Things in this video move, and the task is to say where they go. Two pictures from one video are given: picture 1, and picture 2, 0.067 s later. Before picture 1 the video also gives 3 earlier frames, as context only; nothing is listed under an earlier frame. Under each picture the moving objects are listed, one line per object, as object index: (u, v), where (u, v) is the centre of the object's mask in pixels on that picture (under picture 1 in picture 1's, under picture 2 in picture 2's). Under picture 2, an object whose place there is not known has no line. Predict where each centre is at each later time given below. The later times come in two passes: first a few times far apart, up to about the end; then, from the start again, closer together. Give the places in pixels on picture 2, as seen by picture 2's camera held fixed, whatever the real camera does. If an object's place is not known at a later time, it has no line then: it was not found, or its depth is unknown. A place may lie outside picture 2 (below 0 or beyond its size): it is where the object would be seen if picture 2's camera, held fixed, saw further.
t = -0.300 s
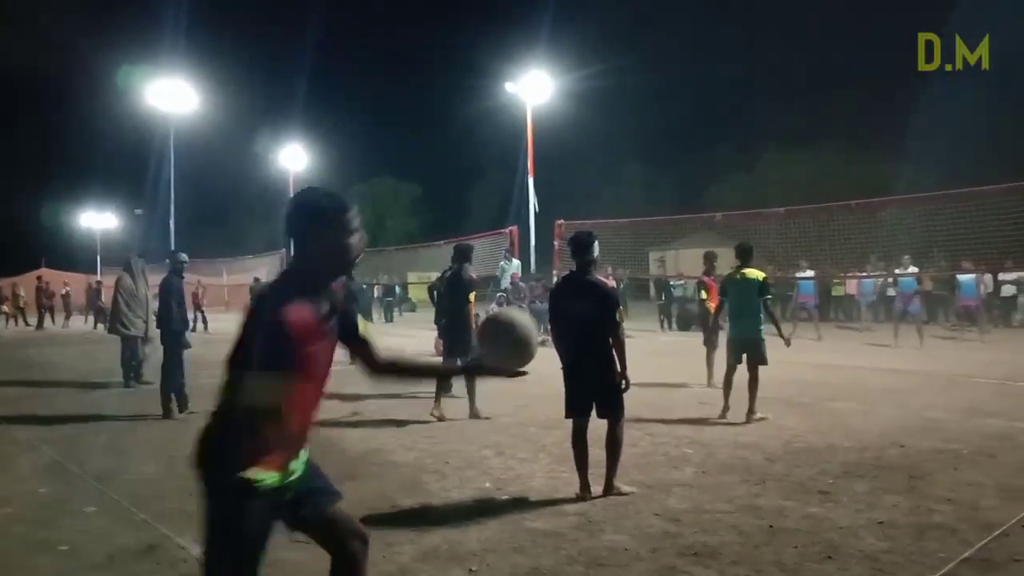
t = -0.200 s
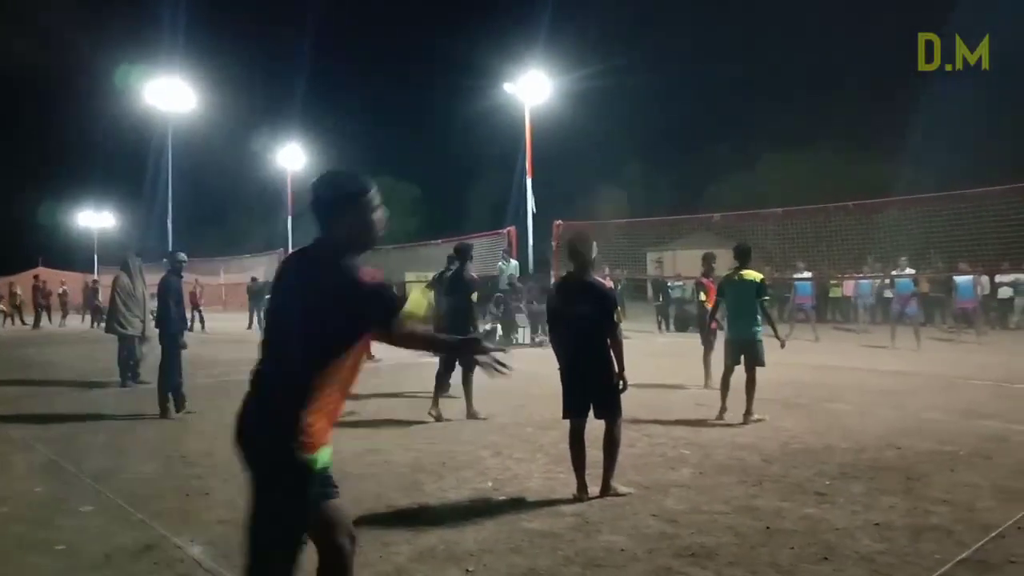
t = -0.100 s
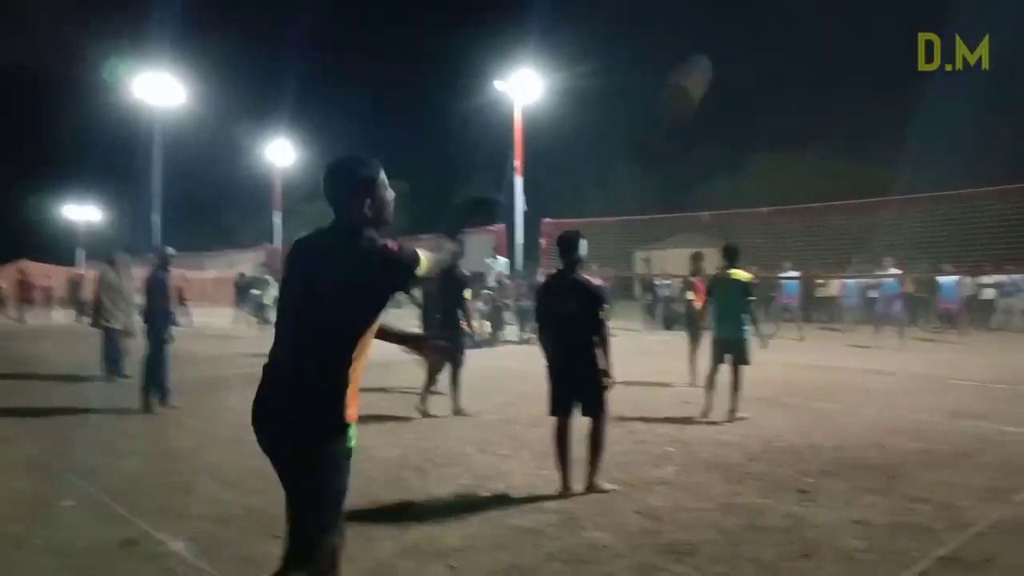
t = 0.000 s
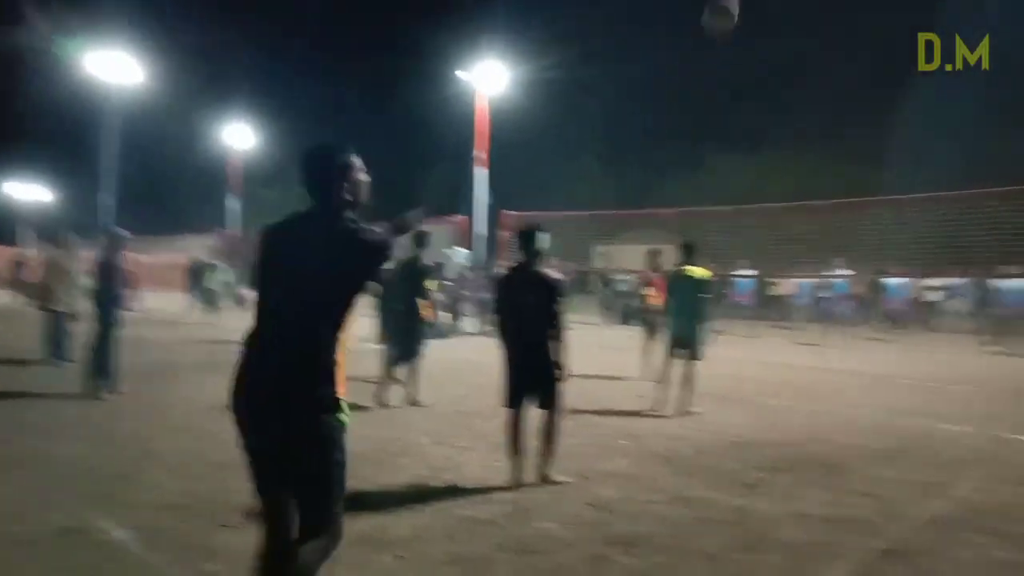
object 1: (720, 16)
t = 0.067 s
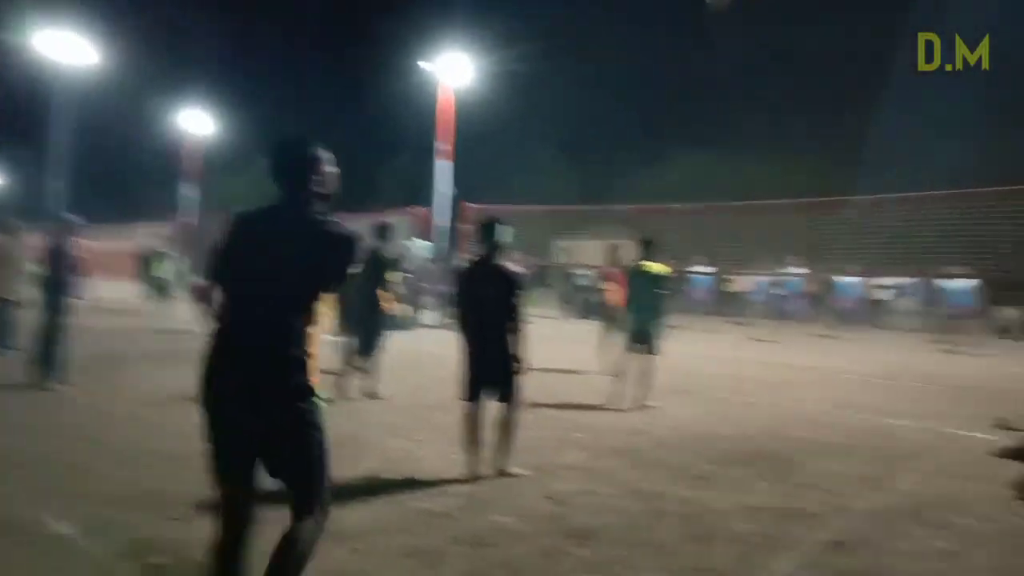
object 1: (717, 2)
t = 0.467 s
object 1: (811, 21)
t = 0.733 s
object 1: (833, 103)
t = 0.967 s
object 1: (846, 191)
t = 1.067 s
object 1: (851, 231)
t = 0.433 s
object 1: (808, 12)
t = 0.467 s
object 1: (811, 21)
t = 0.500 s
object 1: (814, 30)
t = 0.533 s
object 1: (817, 40)
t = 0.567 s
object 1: (820, 50)
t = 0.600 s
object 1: (822, 59)
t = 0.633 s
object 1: (826, 69)
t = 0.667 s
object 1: (828, 80)
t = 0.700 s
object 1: (831, 91)
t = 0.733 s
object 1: (833, 103)
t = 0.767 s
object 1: (835, 115)
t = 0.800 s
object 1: (837, 127)
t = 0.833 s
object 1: (840, 140)
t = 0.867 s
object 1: (841, 153)
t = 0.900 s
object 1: (843, 166)
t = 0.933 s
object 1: (844, 179)
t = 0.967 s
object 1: (846, 191)
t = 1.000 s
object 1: (848, 204)
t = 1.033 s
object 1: (849, 217)
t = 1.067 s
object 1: (851, 231)
